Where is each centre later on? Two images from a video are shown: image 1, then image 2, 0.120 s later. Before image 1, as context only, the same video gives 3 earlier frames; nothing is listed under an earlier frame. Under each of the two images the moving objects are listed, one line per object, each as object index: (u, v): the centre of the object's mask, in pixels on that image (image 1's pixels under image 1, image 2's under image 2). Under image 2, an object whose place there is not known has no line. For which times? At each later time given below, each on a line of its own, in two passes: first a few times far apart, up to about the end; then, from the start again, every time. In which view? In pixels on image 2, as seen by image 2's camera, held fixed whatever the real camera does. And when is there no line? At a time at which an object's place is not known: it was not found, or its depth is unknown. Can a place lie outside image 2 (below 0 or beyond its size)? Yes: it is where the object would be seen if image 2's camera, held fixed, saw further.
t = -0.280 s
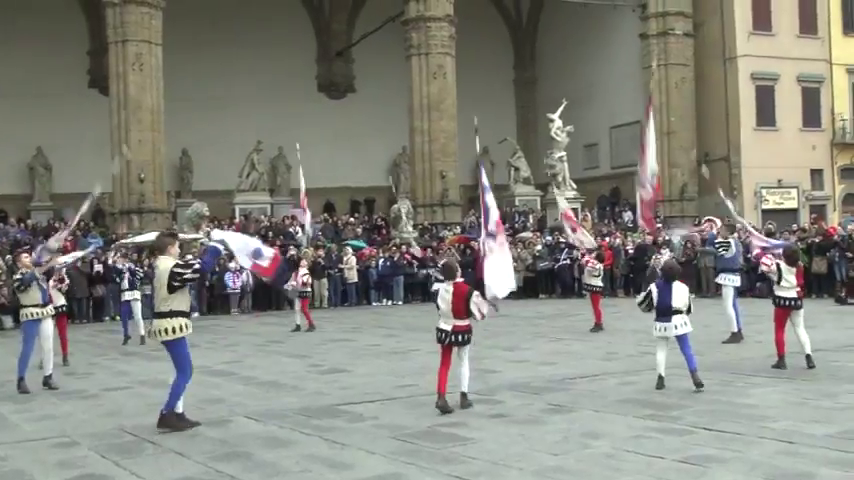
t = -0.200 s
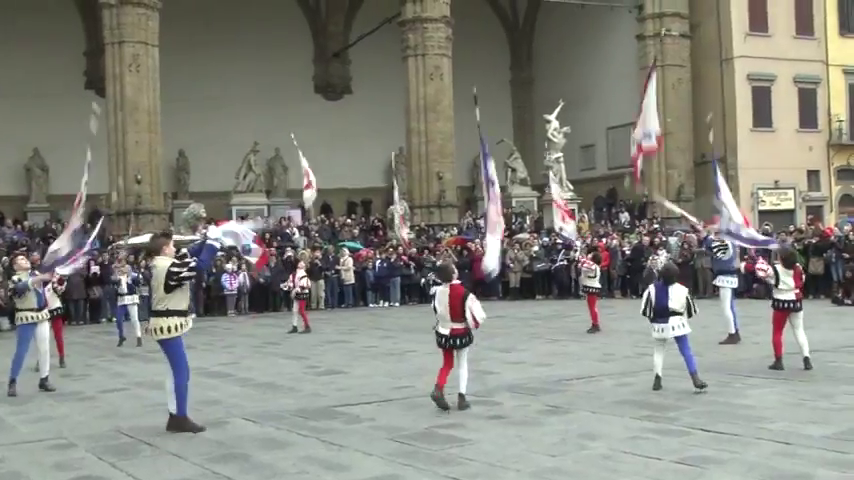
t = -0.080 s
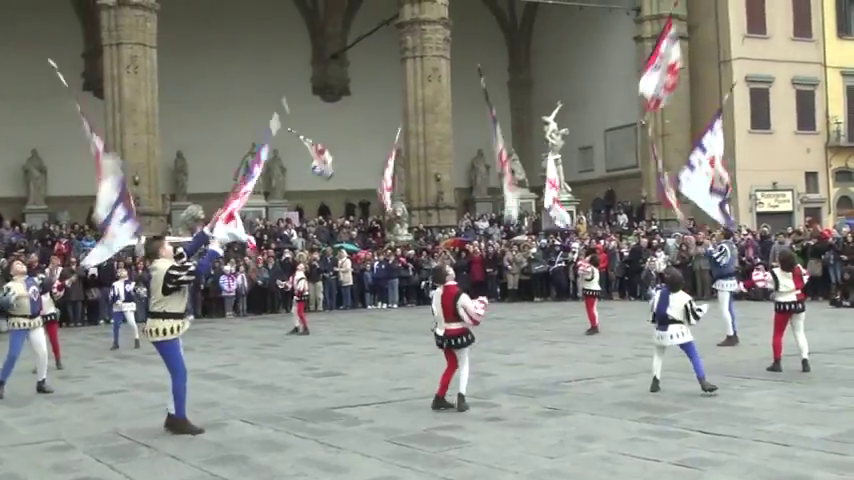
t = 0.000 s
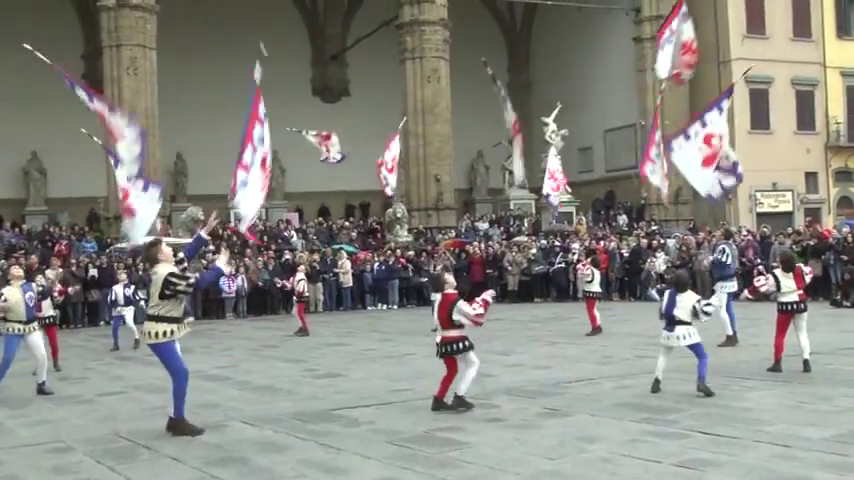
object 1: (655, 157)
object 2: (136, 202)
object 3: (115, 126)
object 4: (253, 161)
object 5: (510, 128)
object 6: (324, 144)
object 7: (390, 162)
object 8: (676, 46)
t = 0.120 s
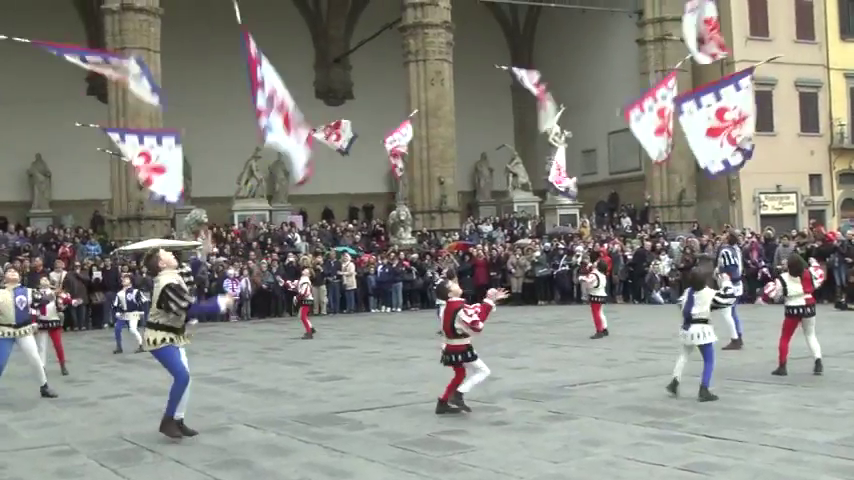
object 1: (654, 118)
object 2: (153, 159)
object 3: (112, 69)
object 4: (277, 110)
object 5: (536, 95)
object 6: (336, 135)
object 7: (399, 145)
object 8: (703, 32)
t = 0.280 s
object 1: (666, 72)
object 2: (151, 126)
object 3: (79, 28)
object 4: (298, 50)
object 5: (551, 67)
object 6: (342, 130)
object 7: (415, 129)
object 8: (737, 18)
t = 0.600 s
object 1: (702, 31)
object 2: (125, 130)
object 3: (13, 36)
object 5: (601, 125)
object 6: (338, 165)
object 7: (447, 128)
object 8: (803, 16)
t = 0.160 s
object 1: (656, 103)
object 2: (154, 149)
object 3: (102, 54)
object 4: (283, 94)
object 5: (543, 84)
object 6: (339, 133)
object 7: (404, 134)
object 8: (711, 29)
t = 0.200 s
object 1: (658, 91)
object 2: (153, 140)
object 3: (95, 45)
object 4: (289, 77)
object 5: (546, 74)
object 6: (339, 132)
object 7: (407, 132)
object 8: (720, 26)
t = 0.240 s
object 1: (661, 81)
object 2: (153, 132)
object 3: (86, 35)
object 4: (294, 62)
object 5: (549, 68)
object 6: (340, 130)
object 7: (411, 130)
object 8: (728, 22)
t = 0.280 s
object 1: (666, 72)
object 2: (151, 126)
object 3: (79, 28)
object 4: (298, 50)
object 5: (551, 67)
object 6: (342, 130)
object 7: (415, 129)
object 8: (737, 18)
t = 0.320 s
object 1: (670, 65)
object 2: (148, 121)
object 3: (68, 22)
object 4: (300, 34)
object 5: (555, 68)
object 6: (343, 130)
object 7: (419, 128)
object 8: (744, 15)
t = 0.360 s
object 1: (674, 57)
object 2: (146, 118)
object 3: (58, 20)
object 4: (301, 22)
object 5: (560, 71)
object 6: (344, 132)
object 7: (422, 129)
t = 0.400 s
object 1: (678, 50)
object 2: (143, 117)
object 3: (49, 19)
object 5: (568, 73)
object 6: (344, 134)
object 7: (426, 129)
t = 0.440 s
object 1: (682, 44)
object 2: (140, 116)
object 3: (41, 20)
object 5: (577, 74)
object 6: (343, 138)
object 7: (431, 128)
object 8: (768, 11)
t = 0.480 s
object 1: (687, 39)
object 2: (136, 118)
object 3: (33, 23)
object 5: (583, 87)
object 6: (341, 144)
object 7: (435, 128)
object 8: (777, 11)
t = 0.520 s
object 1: (692, 35)
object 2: (132, 120)
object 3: (25, 26)
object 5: (589, 98)
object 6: (340, 151)
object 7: (439, 128)
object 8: (783, 9)
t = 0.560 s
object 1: (697, 32)
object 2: (128, 124)
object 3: (18, 30)
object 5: (596, 109)
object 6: (338, 158)
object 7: (443, 128)
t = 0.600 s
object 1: (702, 31)
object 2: (125, 130)
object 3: (13, 36)
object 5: (601, 125)
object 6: (338, 165)
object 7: (447, 128)
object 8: (803, 16)
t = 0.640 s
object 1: (709, 30)
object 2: (122, 136)
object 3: (10, 45)
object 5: (605, 142)
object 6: (337, 175)
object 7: (451, 129)
